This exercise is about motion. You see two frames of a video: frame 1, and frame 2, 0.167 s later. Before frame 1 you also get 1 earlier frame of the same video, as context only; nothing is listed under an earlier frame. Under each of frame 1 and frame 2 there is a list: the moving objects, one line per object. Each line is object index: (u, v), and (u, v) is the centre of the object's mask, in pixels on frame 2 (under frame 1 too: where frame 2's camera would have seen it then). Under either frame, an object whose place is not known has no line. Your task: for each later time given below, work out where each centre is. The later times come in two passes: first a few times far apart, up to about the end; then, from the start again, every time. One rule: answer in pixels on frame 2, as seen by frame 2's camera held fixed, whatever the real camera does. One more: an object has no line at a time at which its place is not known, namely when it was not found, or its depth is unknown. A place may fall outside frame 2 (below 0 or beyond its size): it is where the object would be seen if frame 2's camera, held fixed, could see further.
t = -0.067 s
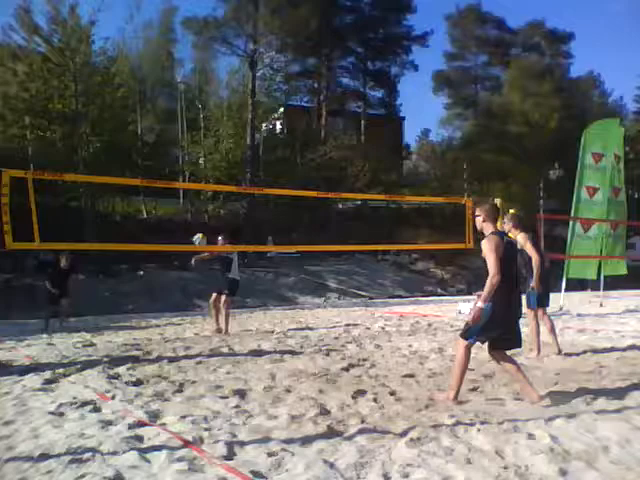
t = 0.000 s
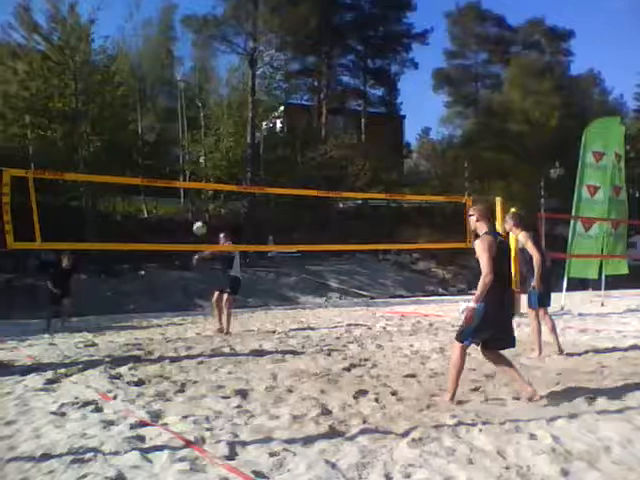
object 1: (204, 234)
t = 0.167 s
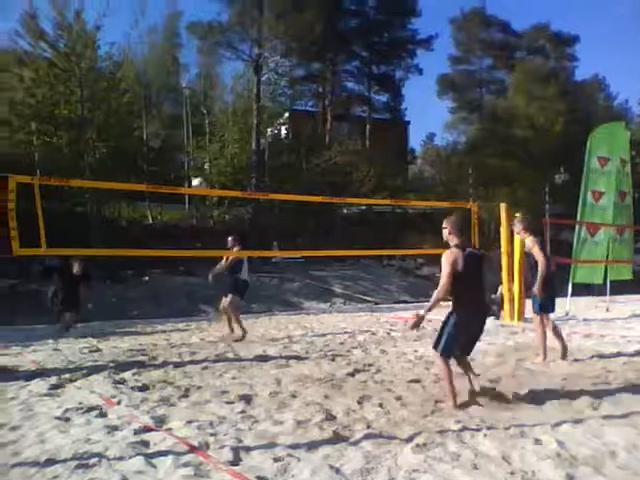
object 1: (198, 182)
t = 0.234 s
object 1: (195, 166)
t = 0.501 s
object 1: (186, 125)
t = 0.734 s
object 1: (178, 125)
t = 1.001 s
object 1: (167, 180)
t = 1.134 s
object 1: (162, 233)
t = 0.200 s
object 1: (196, 174)
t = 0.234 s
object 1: (195, 166)
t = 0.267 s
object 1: (193, 159)
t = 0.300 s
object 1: (192, 153)
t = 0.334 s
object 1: (190, 146)
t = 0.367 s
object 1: (191, 144)
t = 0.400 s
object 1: (190, 139)
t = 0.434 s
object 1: (188, 134)
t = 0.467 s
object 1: (187, 129)
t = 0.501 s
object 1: (186, 125)
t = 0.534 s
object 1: (185, 123)
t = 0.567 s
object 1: (185, 122)
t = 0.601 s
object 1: (184, 122)
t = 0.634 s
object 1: (183, 122)
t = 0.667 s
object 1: (181, 122)
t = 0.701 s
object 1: (180, 123)
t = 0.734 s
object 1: (178, 125)
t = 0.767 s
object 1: (177, 129)
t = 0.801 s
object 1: (176, 134)
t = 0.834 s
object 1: (175, 139)
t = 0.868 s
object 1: (173, 146)
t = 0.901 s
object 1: (172, 153)
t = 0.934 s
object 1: (171, 161)
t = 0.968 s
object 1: (169, 170)
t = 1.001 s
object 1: (167, 180)
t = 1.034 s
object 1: (165, 192)
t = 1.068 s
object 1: (165, 204)
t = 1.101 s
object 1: (160, 216)
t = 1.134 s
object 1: (162, 233)
